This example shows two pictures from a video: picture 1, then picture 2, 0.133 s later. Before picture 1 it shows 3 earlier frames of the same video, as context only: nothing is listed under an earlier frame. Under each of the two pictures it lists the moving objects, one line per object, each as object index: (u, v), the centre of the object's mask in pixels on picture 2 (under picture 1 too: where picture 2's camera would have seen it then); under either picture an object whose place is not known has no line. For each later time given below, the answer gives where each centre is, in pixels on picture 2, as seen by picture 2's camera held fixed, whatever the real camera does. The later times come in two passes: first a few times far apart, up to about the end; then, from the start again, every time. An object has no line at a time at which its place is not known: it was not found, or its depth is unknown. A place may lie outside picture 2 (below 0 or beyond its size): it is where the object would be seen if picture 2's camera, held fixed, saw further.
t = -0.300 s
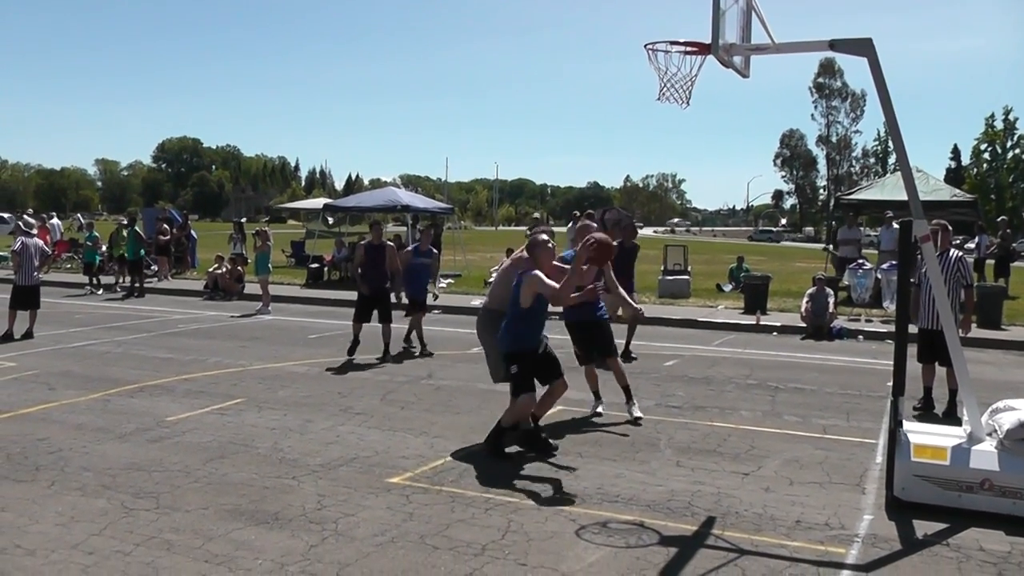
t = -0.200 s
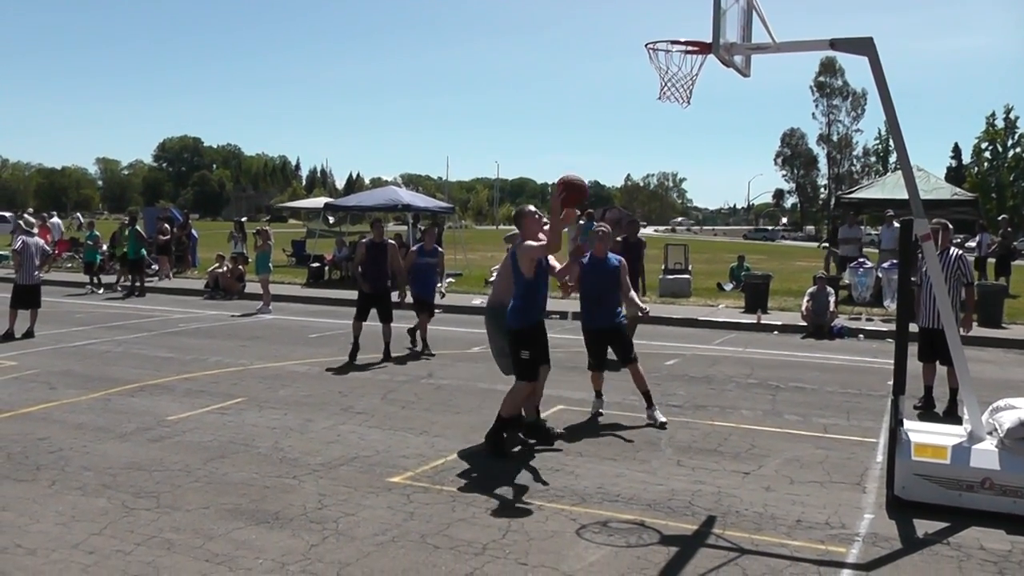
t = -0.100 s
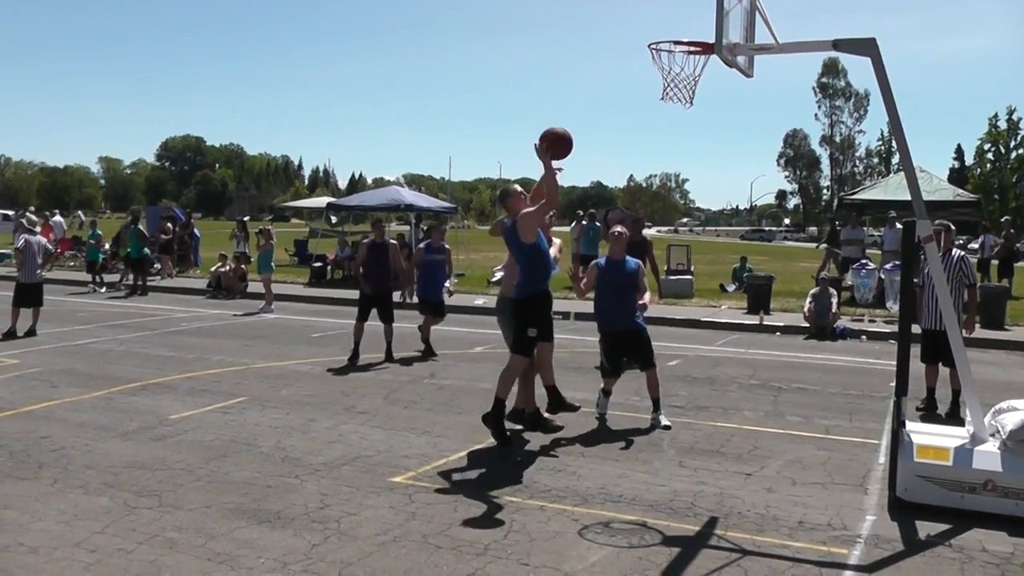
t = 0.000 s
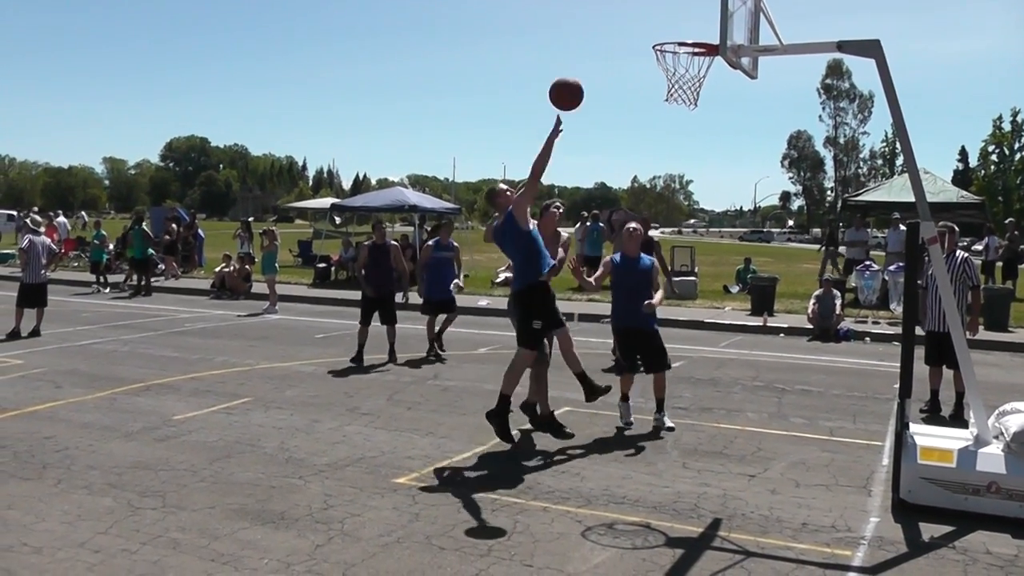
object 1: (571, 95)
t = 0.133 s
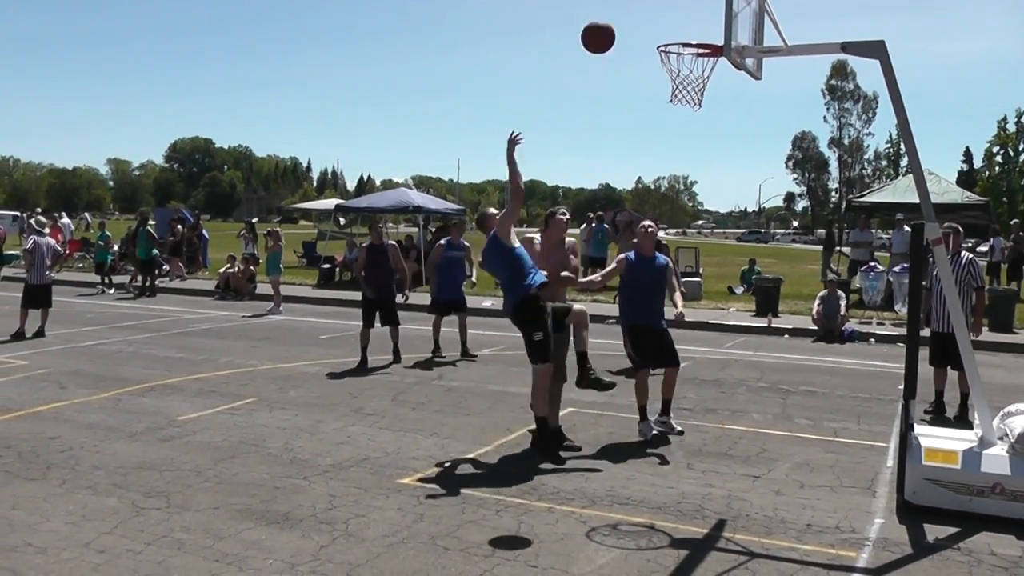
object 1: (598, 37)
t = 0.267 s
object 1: (624, 9)
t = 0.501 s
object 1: (667, 7)
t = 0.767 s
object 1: (690, 58)
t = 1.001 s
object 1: (684, 70)
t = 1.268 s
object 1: (688, 110)
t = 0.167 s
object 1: (605, 27)
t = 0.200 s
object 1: (611, 18)
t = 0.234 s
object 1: (618, 12)
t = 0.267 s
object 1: (624, 9)
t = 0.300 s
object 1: (630, 7)
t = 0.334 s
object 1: (636, 5)
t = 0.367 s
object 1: (642, 4)
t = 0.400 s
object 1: (649, 4)
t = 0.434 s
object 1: (655, 4)
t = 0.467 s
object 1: (661, 5)
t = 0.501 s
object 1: (667, 7)
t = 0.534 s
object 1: (673, 9)
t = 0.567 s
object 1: (679, 15)
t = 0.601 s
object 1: (685, 24)
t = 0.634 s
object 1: (690, 33)
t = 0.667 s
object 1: (694, 44)
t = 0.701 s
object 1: (693, 47)
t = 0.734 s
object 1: (692, 51)
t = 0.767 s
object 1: (690, 58)
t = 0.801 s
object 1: (688, 66)
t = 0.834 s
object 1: (688, 67)
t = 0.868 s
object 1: (686, 67)
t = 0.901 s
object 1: (686, 66)
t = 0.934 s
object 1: (686, 66)
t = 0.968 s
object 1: (685, 67)
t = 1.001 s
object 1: (684, 70)
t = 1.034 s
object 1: (685, 72)
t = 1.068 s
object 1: (685, 75)
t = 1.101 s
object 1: (685, 80)
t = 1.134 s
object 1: (686, 84)
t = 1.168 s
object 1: (687, 88)
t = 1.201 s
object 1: (686, 94)
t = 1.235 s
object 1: (688, 101)
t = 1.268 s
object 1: (688, 110)
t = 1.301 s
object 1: (688, 120)
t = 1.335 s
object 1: (688, 131)
